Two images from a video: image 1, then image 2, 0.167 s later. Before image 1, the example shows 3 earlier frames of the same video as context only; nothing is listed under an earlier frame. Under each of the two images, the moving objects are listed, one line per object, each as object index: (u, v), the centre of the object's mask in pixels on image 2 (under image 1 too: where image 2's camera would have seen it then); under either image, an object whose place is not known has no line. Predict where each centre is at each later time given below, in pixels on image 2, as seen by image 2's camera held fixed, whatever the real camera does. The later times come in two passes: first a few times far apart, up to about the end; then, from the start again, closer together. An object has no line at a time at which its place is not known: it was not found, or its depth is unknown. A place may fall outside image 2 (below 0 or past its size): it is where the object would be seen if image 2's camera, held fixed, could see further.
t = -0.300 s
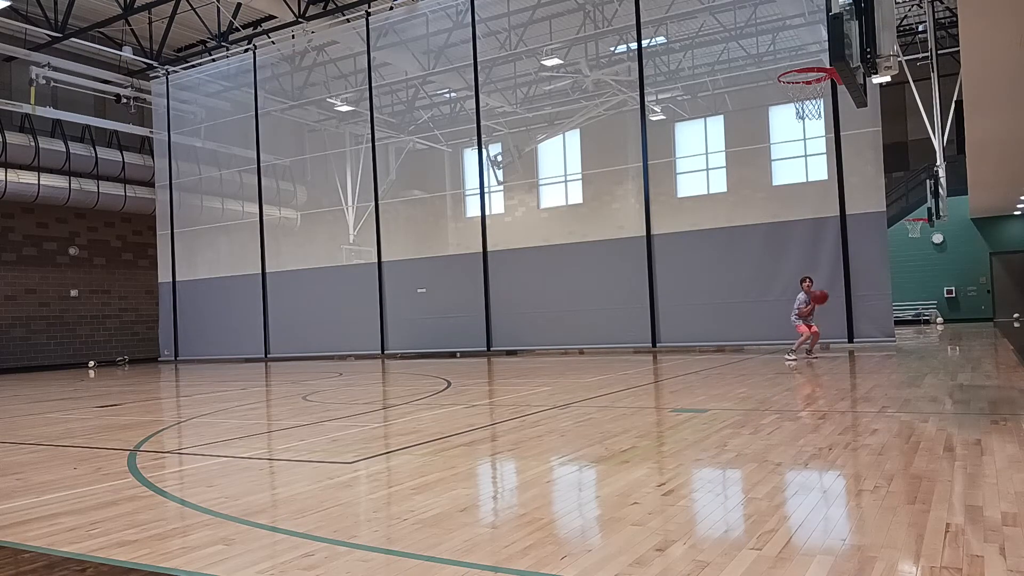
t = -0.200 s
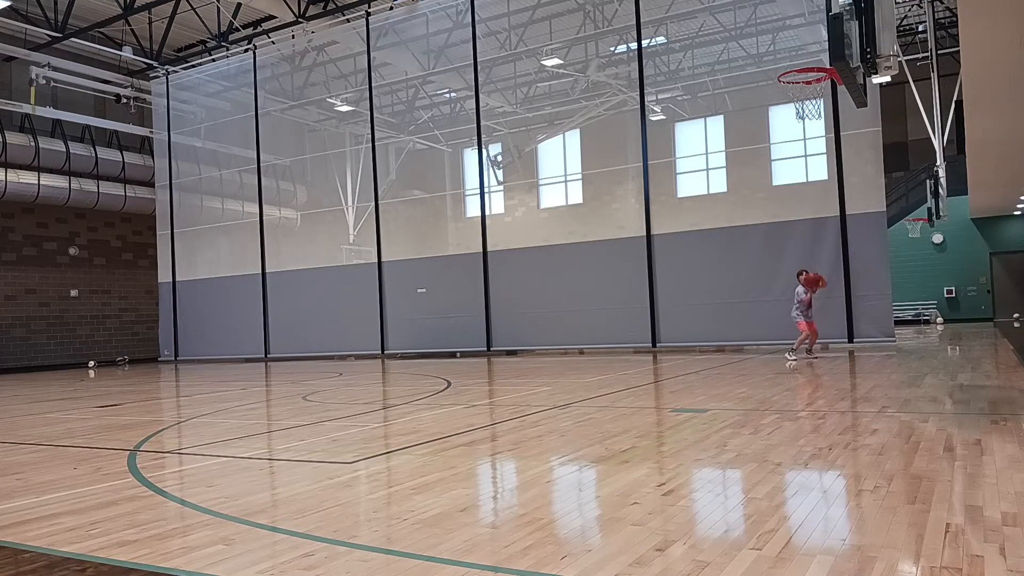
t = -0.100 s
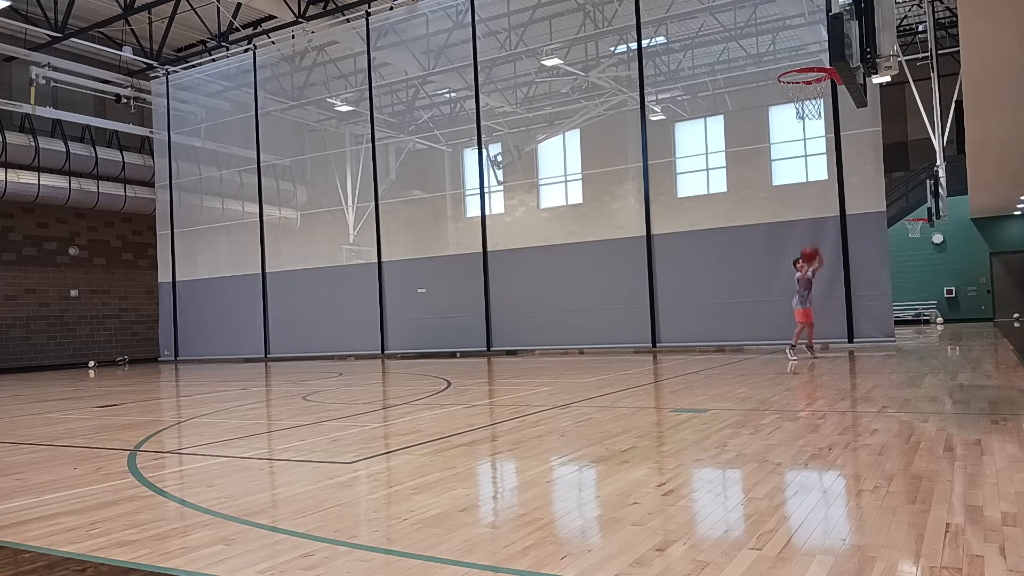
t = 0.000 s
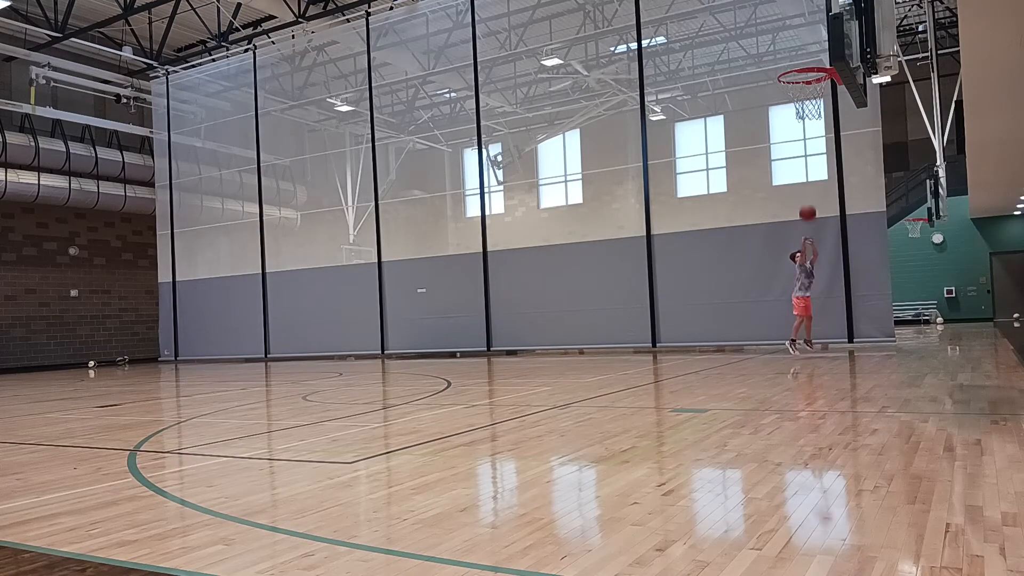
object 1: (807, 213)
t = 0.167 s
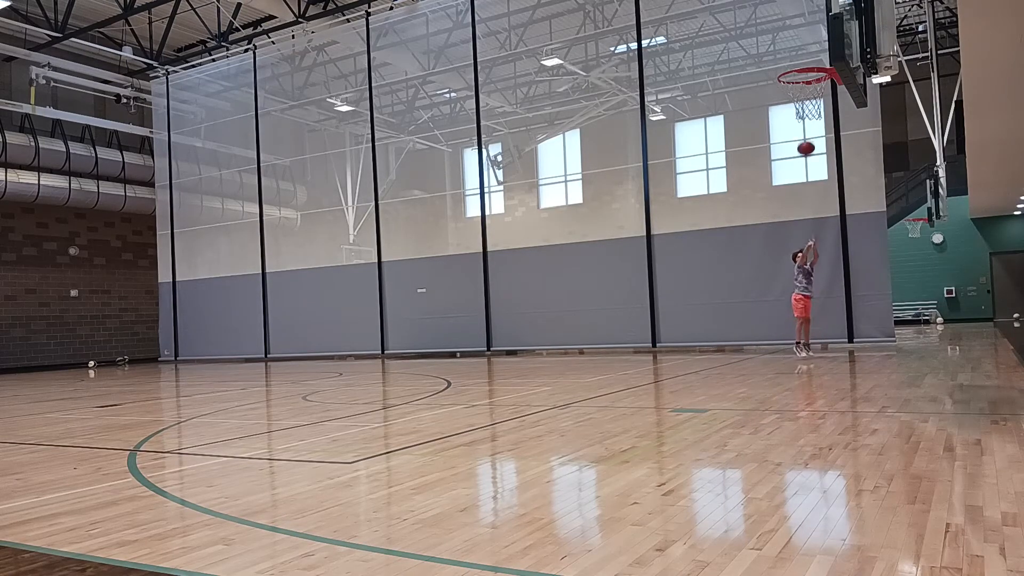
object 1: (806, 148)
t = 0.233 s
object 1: (805, 125)
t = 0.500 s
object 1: (805, 58)
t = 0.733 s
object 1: (809, 37)
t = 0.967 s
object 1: (816, 63)
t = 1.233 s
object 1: (790, 109)
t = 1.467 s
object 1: (803, 166)
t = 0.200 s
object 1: (805, 136)
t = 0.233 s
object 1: (805, 125)
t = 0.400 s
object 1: (805, 79)
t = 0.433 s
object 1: (806, 71)
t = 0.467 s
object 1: (805, 62)
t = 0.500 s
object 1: (805, 58)
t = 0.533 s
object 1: (806, 53)
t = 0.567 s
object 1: (806, 48)
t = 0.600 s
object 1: (806, 44)
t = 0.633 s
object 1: (807, 41)
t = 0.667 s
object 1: (808, 38)
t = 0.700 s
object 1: (808, 37)
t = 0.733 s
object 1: (809, 37)
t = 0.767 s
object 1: (810, 37)
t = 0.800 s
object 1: (810, 39)
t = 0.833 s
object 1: (812, 42)
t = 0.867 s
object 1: (813, 46)
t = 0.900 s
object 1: (814, 51)
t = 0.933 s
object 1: (815, 56)
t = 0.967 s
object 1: (816, 63)
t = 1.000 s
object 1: (814, 71)
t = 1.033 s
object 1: (803, 77)
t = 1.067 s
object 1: (795, 83)
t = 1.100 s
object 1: (792, 90)
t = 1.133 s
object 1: (789, 97)
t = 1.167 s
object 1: (787, 102)
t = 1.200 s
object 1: (788, 105)
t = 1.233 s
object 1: (790, 109)
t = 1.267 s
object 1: (792, 114)
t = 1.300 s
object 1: (793, 121)
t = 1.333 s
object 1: (795, 128)
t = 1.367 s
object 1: (797, 136)
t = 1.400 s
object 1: (799, 146)
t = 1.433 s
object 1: (801, 155)
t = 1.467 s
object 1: (803, 166)
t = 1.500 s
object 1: (805, 179)
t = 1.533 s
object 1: (807, 192)
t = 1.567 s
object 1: (809, 205)
